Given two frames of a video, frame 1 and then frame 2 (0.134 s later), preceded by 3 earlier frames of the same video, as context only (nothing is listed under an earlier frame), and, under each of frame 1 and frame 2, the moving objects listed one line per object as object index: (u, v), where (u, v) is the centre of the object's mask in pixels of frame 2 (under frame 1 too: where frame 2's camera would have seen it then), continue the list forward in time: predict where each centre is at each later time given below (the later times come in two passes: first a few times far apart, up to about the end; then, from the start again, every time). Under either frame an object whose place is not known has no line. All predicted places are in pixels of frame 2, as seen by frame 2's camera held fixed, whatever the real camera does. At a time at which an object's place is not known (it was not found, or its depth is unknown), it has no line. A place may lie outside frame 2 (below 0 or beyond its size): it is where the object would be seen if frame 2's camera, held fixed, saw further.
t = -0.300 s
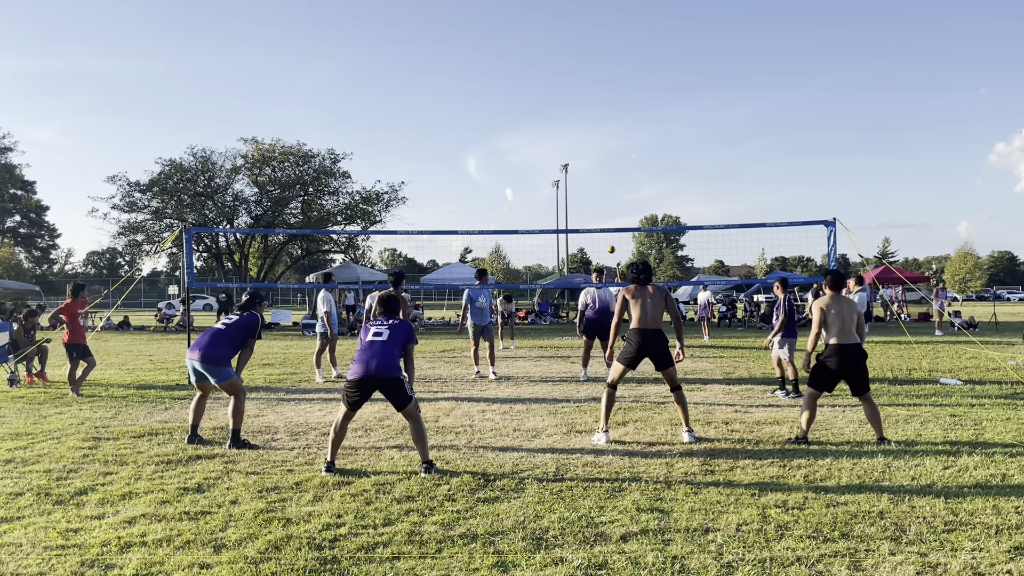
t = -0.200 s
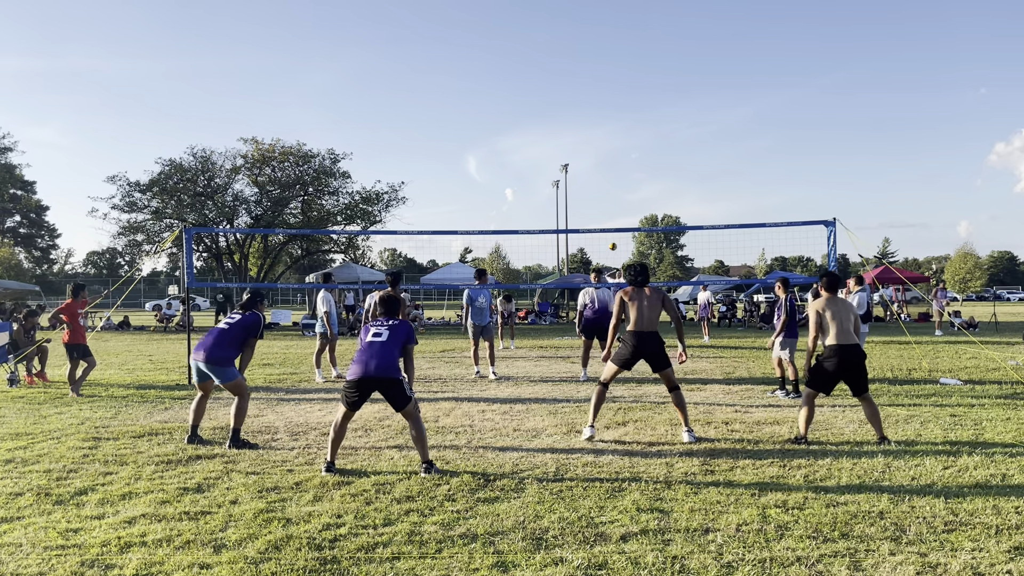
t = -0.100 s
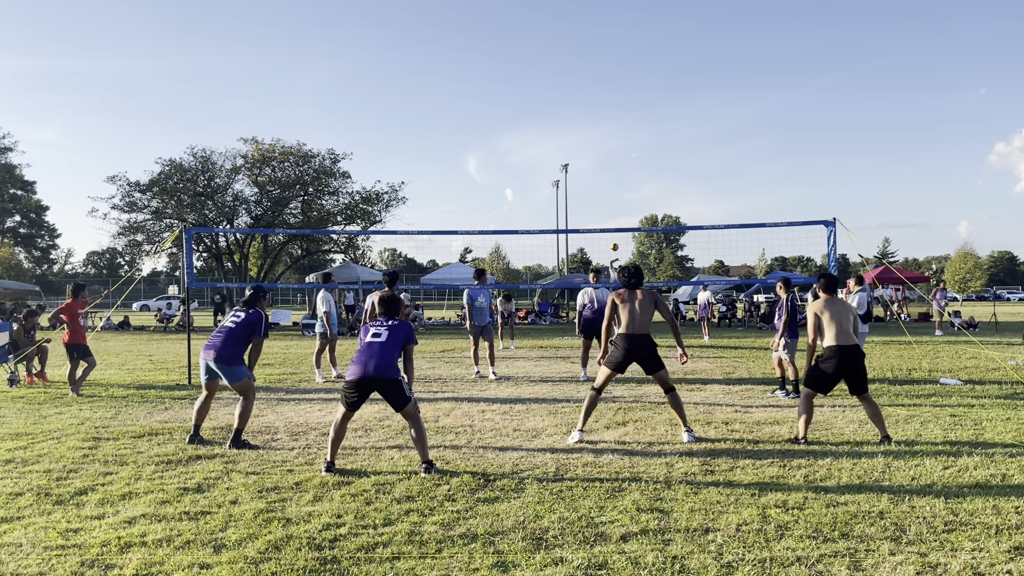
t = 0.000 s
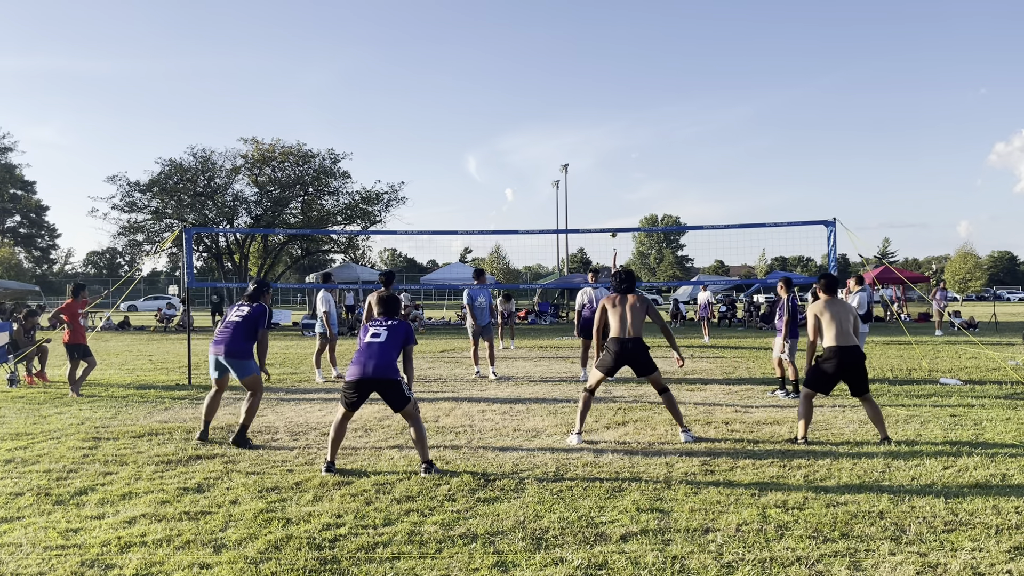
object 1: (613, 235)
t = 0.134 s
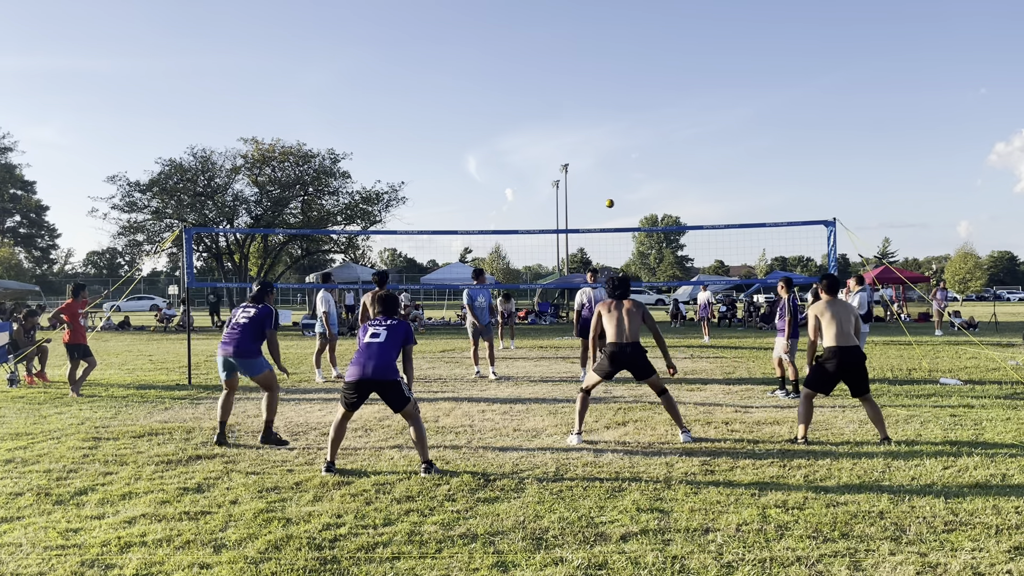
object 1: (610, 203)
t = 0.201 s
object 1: (609, 189)
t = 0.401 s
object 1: (606, 153)
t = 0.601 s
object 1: (606, 131)
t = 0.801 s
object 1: (613, 126)
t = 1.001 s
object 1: (631, 148)
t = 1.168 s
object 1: (657, 200)
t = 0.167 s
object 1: (609, 196)
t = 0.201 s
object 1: (609, 189)
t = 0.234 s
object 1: (608, 182)
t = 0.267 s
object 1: (608, 176)
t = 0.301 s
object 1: (607, 170)
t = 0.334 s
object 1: (607, 164)
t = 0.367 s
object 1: (606, 158)
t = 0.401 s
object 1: (606, 153)
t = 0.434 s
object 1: (605, 149)
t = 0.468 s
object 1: (605, 145)
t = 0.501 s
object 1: (605, 141)
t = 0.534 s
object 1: (605, 137)
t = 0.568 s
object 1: (605, 134)
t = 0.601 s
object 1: (606, 131)
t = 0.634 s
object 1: (606, 129)
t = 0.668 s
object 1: (607, 128)
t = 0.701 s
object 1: (608, 126)
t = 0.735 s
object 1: (609, 126)
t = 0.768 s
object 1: (611, 125)
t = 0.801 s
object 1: (613, 126)
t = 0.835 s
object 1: (615, 127)
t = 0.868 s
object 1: (617, 129)
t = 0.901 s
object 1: (620, 132)
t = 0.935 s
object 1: (623, 136)
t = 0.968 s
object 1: (627, 141)
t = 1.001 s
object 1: (631, 148)
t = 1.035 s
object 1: (635, 155)
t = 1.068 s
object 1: (640, 163)
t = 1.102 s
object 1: (645, 174)
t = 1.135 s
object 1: (651, 186)
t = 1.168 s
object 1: (657, 200)
